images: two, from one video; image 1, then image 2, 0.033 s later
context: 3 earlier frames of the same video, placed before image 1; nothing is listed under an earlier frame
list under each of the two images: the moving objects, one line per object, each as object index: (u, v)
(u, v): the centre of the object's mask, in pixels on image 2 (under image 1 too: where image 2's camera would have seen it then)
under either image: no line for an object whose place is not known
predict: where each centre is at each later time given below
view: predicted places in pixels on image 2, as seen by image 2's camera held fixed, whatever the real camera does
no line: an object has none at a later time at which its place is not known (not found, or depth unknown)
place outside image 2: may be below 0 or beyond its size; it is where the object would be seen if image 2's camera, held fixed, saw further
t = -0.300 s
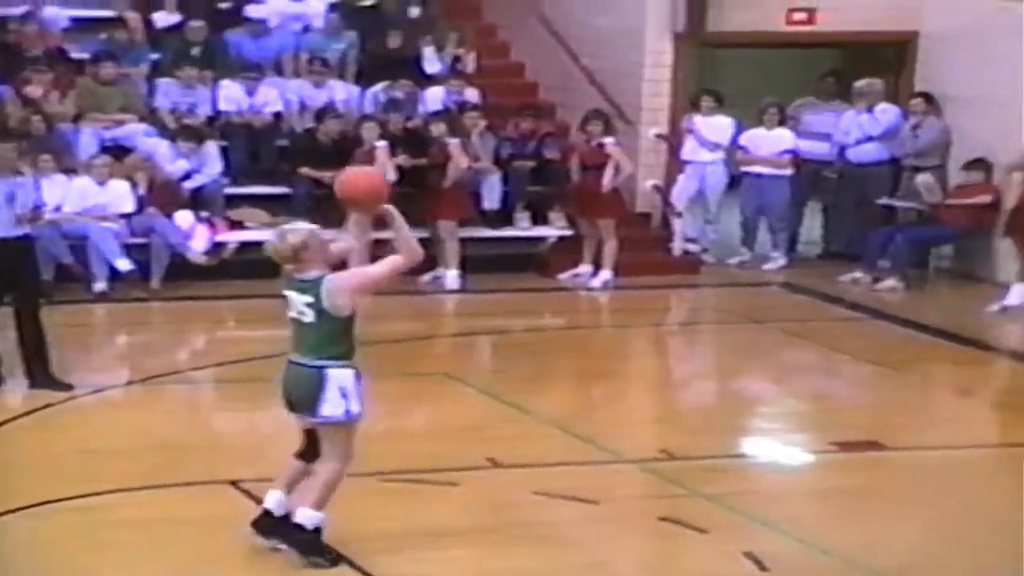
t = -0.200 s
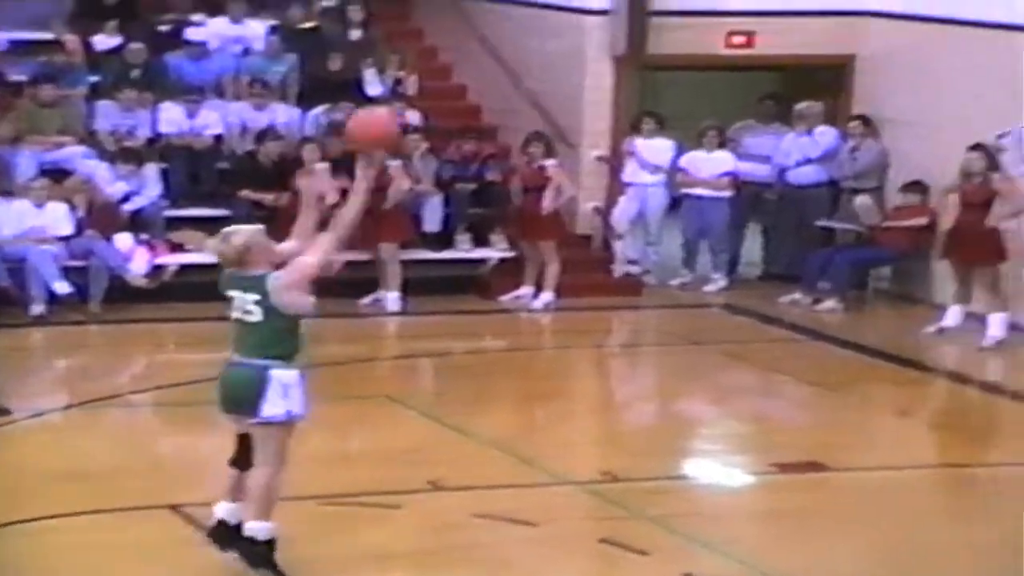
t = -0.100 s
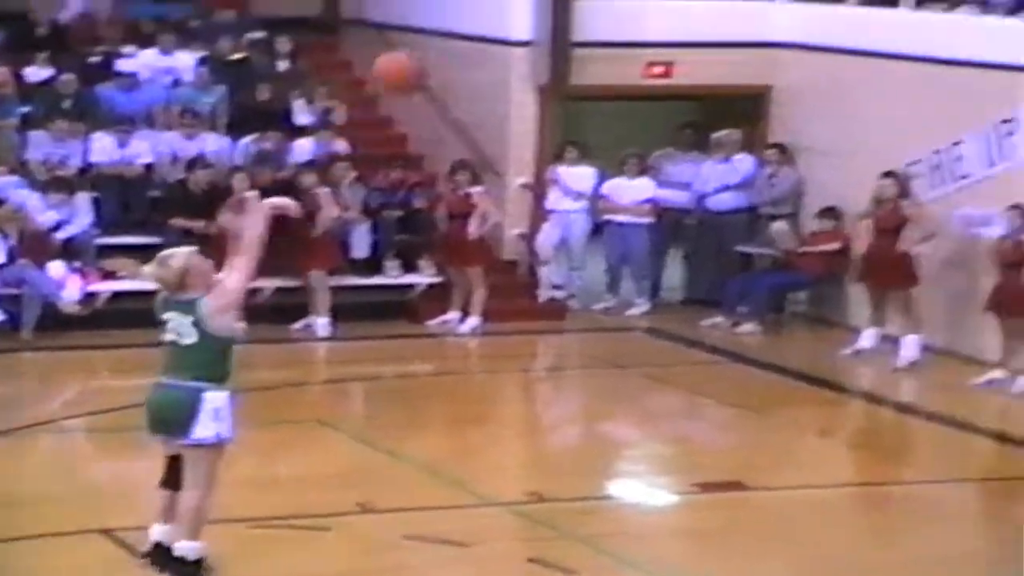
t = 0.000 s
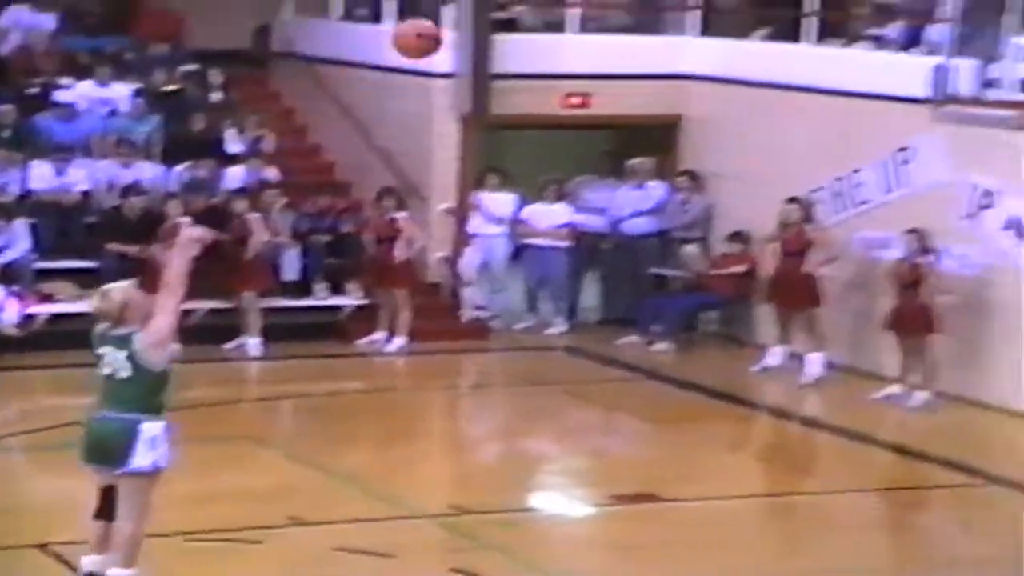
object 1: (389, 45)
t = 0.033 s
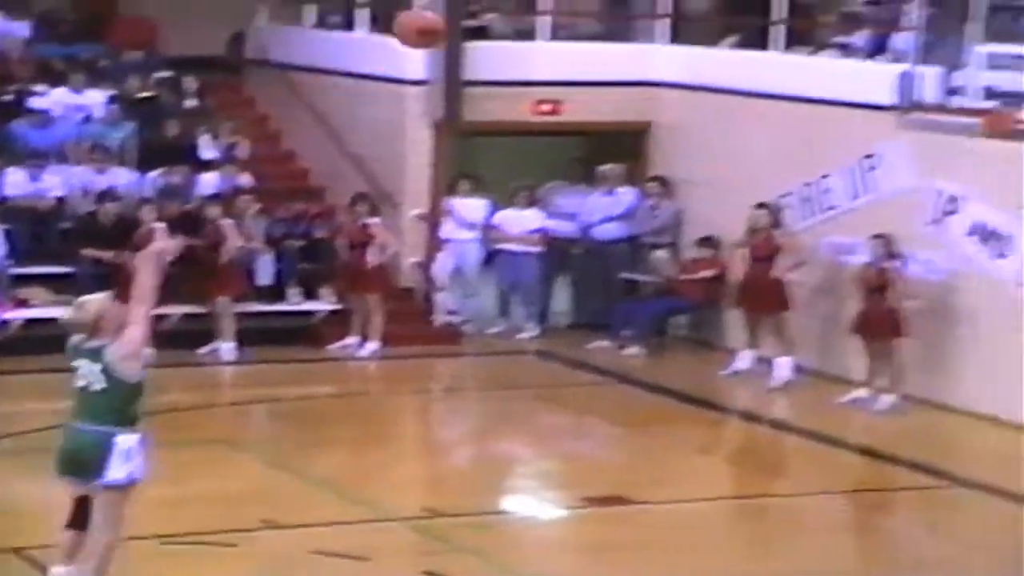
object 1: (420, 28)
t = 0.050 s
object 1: (434, 22)
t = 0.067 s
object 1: (448, 15)
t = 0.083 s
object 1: (461, 7)
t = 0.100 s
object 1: (474, 2)
